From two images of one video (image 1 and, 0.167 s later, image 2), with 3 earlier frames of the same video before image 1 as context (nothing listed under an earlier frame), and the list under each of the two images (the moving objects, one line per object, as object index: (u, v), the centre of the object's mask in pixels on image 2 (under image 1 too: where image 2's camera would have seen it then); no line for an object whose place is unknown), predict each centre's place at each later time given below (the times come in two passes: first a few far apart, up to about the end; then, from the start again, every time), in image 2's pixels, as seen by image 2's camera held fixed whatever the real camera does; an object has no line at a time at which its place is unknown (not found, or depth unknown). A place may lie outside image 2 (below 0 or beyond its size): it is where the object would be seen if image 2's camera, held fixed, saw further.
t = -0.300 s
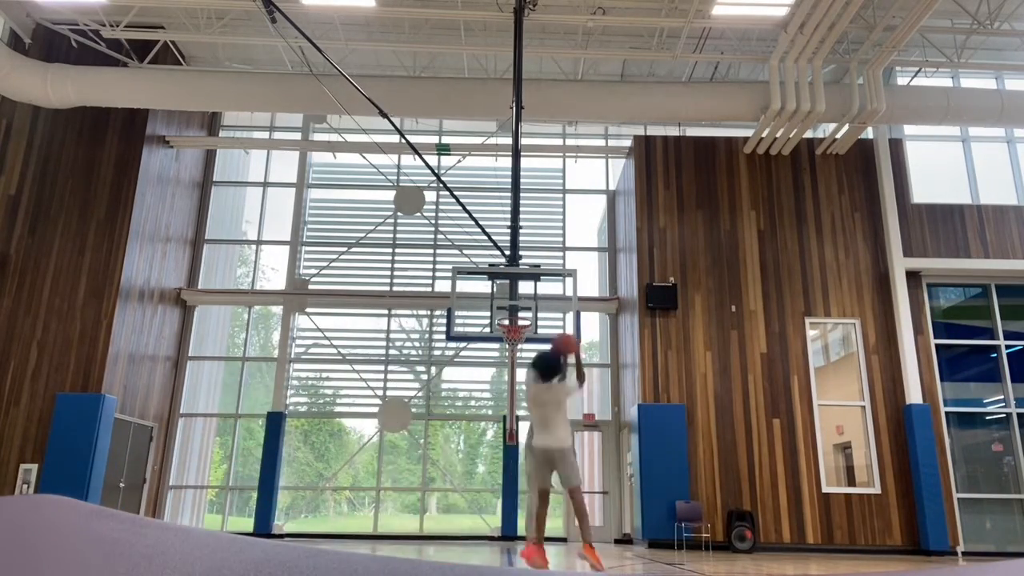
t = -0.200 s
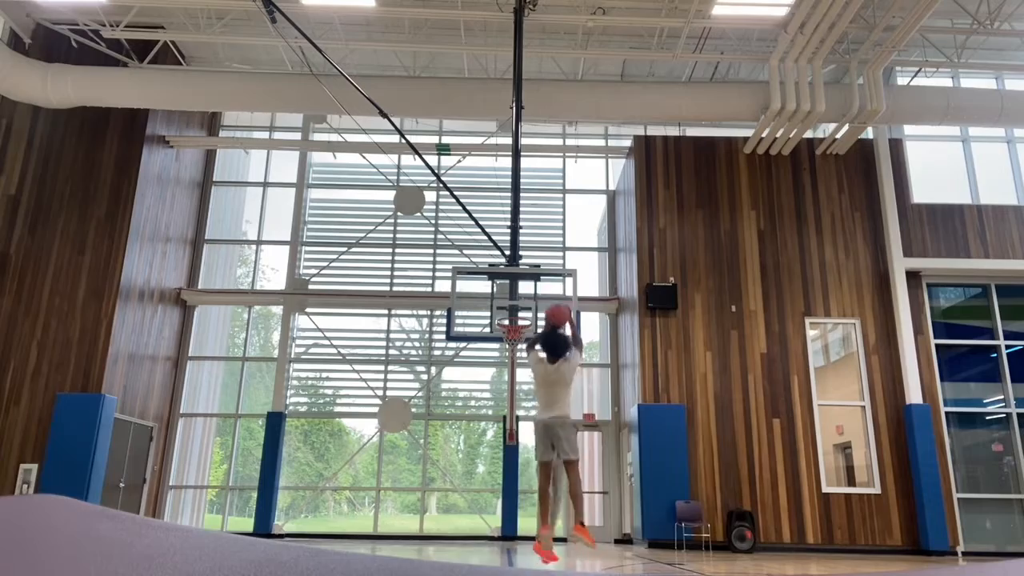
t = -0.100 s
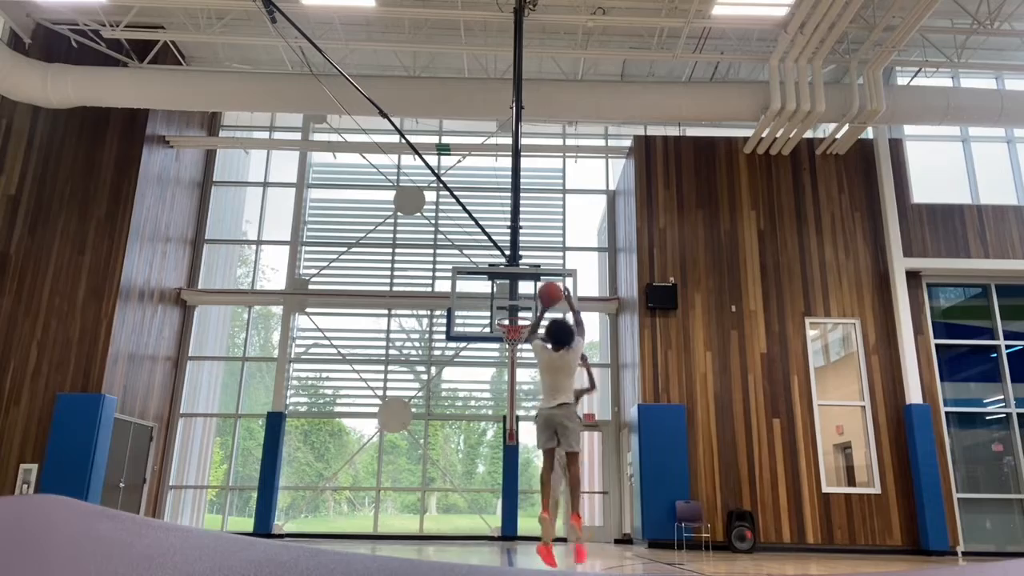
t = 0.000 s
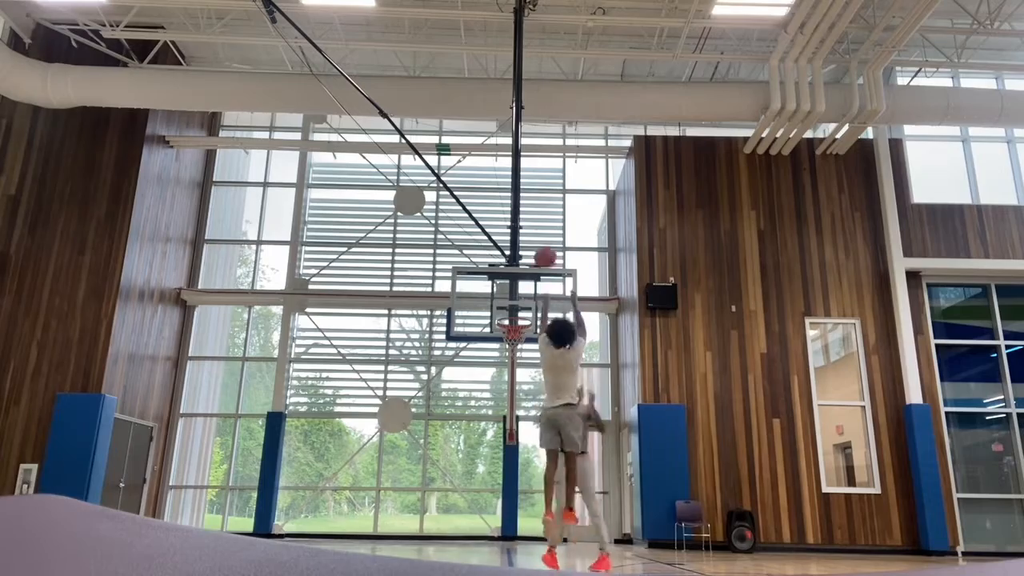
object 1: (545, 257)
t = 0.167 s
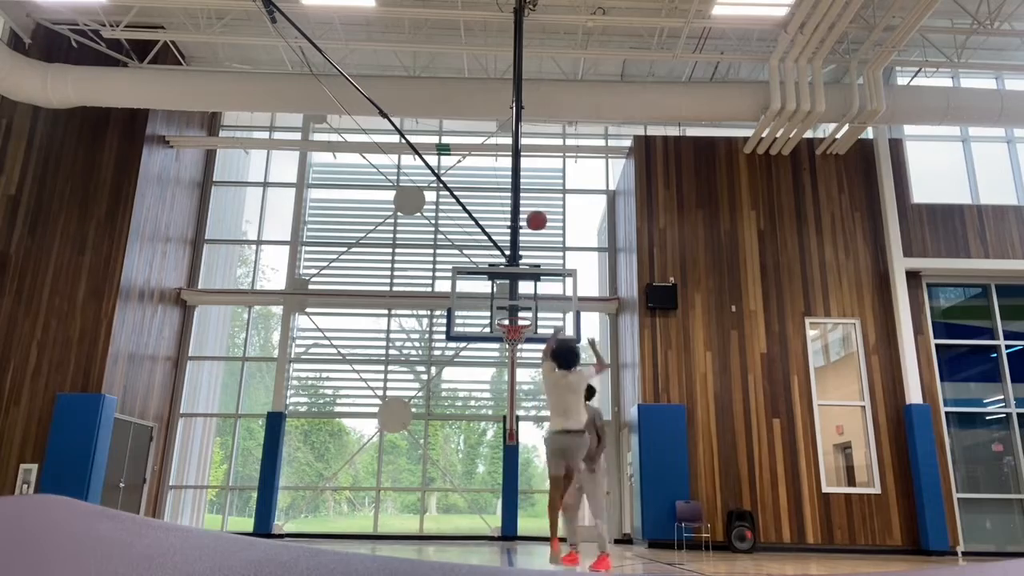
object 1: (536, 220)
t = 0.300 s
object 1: (530, 211)
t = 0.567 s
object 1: (519, 232)
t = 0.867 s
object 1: (509, 302)
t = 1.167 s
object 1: (513, 333)
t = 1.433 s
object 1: (523, 347)
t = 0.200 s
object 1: (535, 217)
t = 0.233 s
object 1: (533, 214)
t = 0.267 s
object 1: (532, 212)
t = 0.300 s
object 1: (530, 211)
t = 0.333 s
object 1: (529, 211)
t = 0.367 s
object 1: (528, 212)
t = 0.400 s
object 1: (526, 213)
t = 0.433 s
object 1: (525, 215)
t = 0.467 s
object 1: (523, 219)
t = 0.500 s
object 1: (521, 222)
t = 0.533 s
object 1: (520, 226)
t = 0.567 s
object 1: (519, 232)
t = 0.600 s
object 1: (518, 238)
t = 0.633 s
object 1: (518, 244)
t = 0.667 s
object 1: (517, 251)
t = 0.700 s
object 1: (515, 258)
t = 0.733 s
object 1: (514, 265)
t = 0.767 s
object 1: (512, 274)
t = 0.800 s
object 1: (511, 284)
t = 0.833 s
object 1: (510, 294)
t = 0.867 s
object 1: (509, 302)
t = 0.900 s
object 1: (509, 311)
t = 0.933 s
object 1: (509, 314)
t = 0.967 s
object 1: (505, 321)
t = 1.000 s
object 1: (505, 326)
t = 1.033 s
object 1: (506, 330)
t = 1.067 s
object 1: (510, 333)
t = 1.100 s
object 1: (511, 332)
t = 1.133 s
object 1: (512, 333)
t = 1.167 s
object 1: (513, 333)
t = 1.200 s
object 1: (515, 334)
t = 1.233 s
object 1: (515, 333)
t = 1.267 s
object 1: (517, 337)
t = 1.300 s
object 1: (519, 338)
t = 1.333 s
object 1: (520, 338)
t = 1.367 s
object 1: (522, 341)
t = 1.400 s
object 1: (523, 343)
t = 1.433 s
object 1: (523, 347)
